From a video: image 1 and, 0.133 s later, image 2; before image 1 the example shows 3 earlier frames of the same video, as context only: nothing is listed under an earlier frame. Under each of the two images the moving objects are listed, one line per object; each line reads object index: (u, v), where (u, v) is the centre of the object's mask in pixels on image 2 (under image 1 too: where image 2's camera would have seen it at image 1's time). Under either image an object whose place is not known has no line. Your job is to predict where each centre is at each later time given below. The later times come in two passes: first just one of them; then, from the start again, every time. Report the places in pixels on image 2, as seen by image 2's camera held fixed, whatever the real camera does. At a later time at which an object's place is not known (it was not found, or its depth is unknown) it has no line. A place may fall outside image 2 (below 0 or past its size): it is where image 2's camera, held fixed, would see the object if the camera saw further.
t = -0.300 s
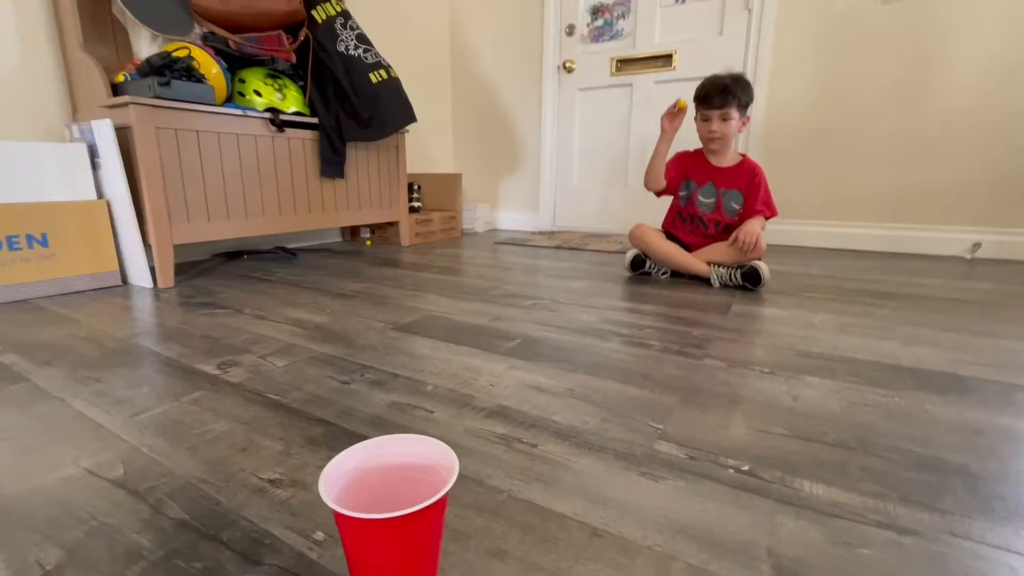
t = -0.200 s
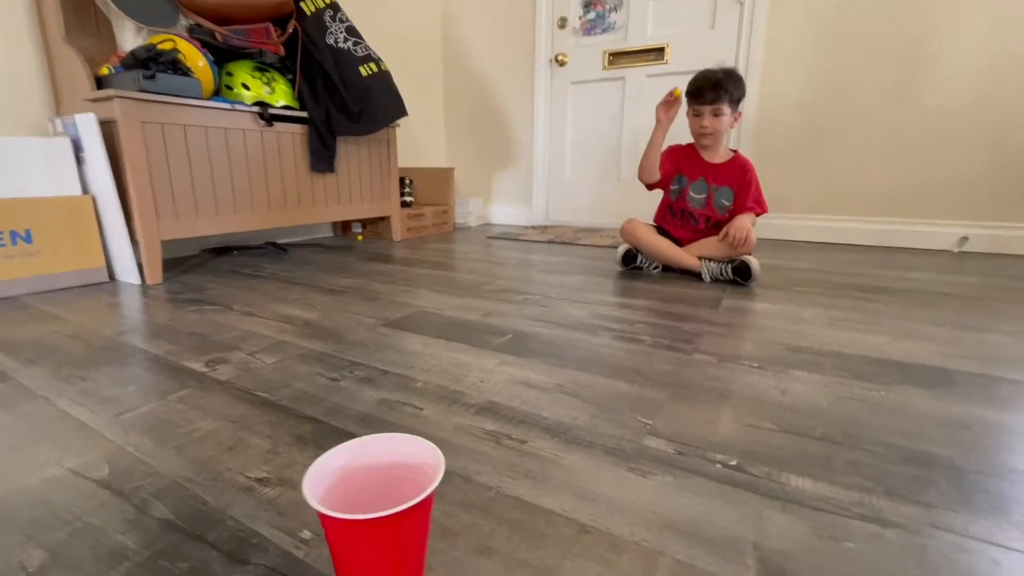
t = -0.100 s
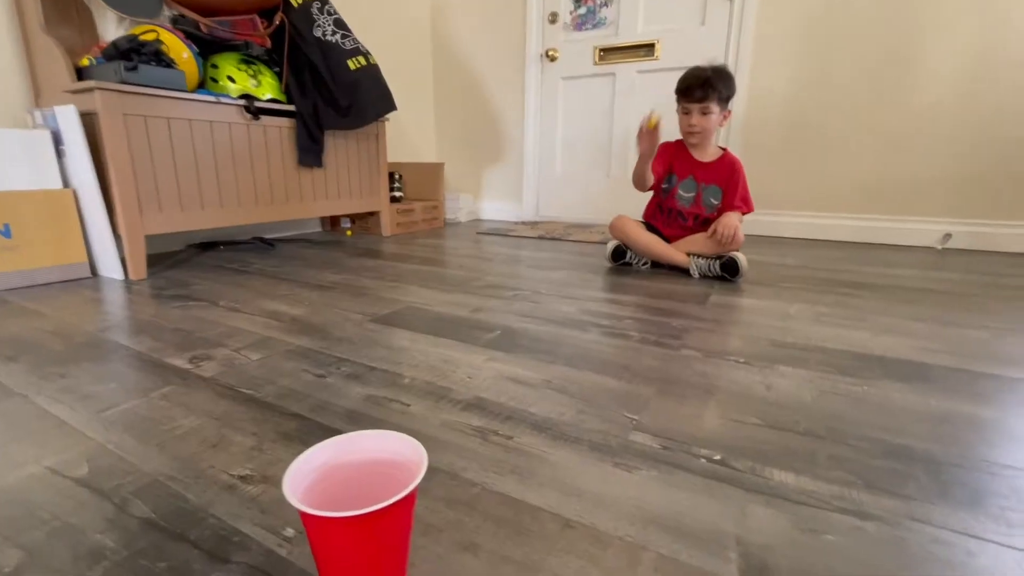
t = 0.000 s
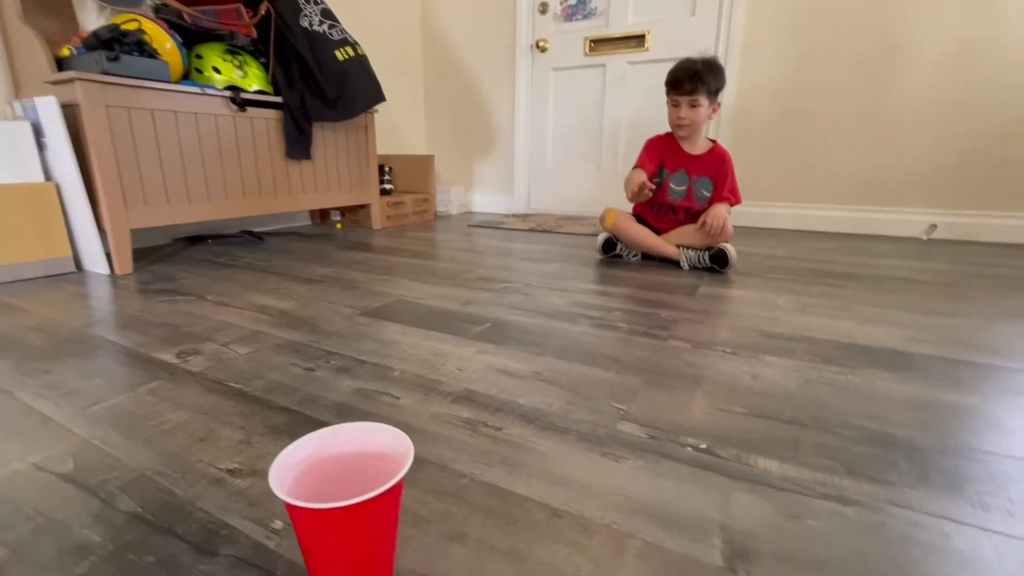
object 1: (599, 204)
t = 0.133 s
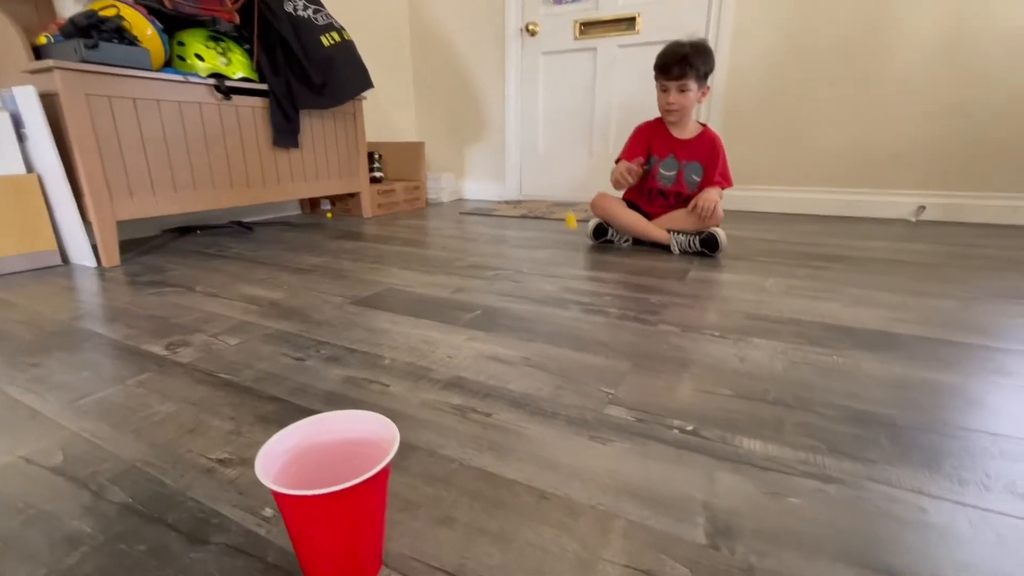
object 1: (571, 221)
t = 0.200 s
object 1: (559, 175)
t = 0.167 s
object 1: (566, 197)
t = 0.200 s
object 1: (559, 175)
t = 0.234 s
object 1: (553, 159)
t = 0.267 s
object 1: (545, 147)
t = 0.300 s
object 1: (536, 142)
